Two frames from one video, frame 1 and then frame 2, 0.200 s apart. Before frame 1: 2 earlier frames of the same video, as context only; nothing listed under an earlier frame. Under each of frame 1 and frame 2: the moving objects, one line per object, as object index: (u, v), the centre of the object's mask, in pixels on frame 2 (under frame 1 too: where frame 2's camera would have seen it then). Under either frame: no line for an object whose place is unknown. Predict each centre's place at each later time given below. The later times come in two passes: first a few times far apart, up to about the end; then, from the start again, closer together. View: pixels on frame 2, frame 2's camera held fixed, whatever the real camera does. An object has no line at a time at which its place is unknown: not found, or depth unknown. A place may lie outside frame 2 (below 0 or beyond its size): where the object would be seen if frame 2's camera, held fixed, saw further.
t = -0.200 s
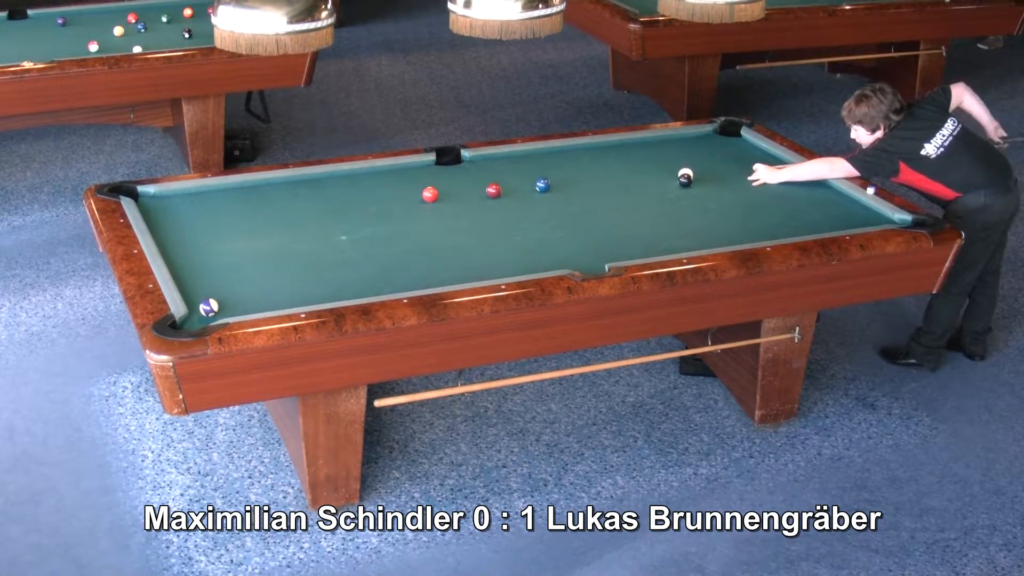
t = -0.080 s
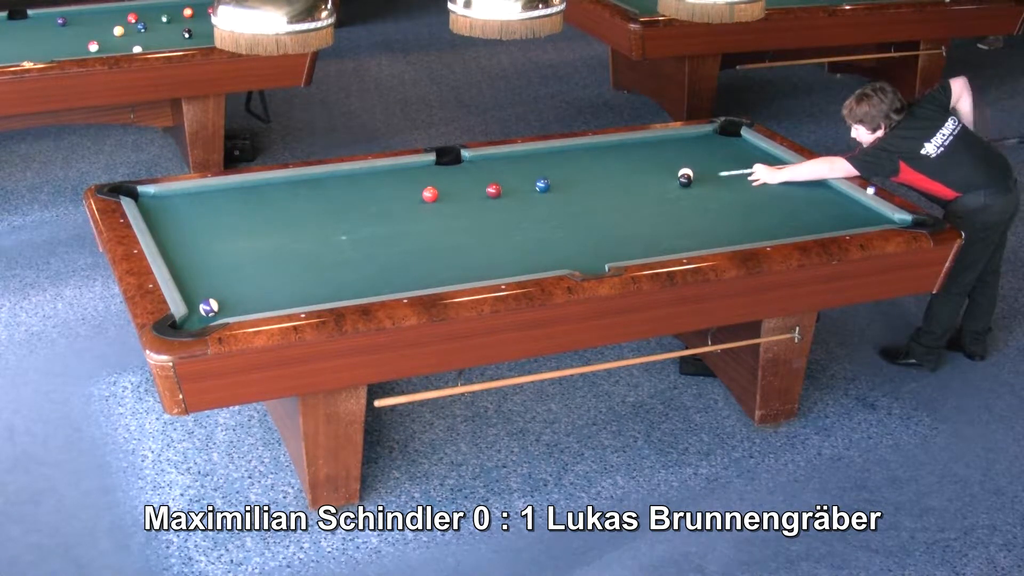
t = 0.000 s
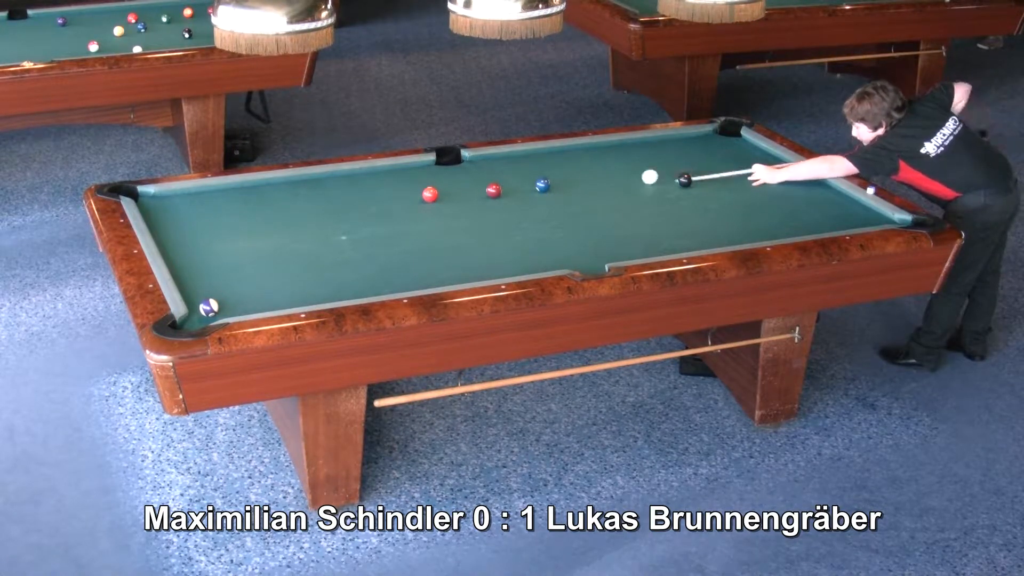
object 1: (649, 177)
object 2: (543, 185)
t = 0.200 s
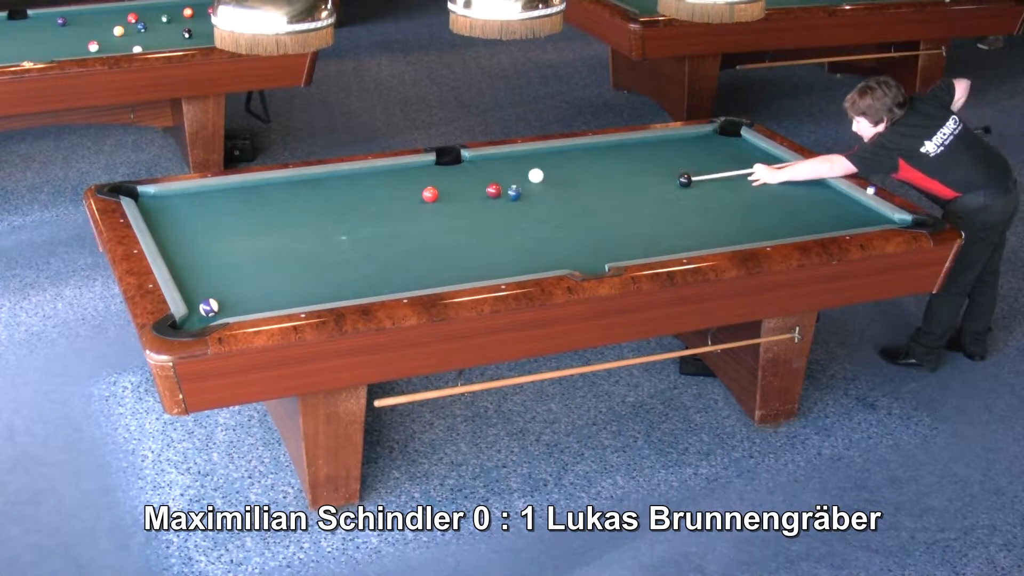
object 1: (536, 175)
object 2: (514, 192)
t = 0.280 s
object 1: (521, 169)
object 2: (482, 203)
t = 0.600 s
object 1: (509, 157)
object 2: (368, 236)
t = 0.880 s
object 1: (531, 164)
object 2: (261, 267)
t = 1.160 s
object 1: (552, 171)
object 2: (207, 289)
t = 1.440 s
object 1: (573, 178)
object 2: (272, 289)
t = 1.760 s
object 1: (595, 185)
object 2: (341, 289)
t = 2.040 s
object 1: (613, 191)
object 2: (400, 287)
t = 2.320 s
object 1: (631, 197)
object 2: (447, 281)
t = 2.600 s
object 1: (647, 202)
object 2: (481, 275)
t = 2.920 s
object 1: (664, 208)
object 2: (517, 267)
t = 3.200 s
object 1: (678, 213)
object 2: (545, 261)
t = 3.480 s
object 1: (690, 217)
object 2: (569, 254)
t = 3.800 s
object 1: (702, 222)
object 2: (595, 248)
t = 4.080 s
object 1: (711, 226)
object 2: (615, 242)
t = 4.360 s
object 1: (719, 229)
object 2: (633, 238)
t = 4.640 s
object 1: (725, 231)
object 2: (650, 233)
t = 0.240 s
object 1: (528, 172)
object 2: (498, 198)
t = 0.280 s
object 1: (521, 169)
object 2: (482, 203)
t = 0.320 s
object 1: (515, 167)
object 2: (467, 207)
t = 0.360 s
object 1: (511, 164)
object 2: (453, 211)
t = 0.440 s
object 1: (506, 159)
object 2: (424, 220)
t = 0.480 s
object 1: (504, 157)
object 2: (411, 223)
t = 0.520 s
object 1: (502, 155)
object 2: (397, 228)
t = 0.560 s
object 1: (505, 156)
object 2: (382, 232)
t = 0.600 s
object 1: (509, 157)
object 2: (368, 236)
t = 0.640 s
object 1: (512, 158)
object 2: (354, 239)
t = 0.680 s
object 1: (515, 159)
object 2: (339, 244)
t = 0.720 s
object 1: (518, 160)
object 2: (323, 249)
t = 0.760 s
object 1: (522, 161)
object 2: (308, 253)
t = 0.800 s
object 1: (525, 162)
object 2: (293, 257)
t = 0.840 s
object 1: (528, 163)
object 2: (277, 263)
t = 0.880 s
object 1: (531, 164)
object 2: (261, 267)
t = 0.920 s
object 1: (534, 165)
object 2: (246, 272)
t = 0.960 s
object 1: (537, 166)
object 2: (229, 277)
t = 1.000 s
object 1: (540, 167)
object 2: (211, 281)
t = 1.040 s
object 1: (543, 168)
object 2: (195, 286)
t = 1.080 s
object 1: (546, 169)
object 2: (186, 289)
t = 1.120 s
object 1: (549, 170)
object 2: (196, 289)
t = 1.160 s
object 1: (552, 171)
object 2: (207, 289)
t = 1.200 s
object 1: (555, 172)
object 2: (216, 289)
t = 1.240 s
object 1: (558, 173)
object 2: (225, 289)
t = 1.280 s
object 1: (561, 174)
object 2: (235, 289)
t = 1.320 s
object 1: (564, 175)
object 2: (245, 289)
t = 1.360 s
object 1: (567, 176)
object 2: (254, 289)
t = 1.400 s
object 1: (570, 177)
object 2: (263, 289)
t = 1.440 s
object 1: (573, 178)
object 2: (272, 289)
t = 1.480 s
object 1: (576, 178)
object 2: (281, 290)
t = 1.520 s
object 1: (579, 179)
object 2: (289, 289)
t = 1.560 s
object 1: (581, 180)
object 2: (298, 289)
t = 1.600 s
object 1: (584, 181)
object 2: (307, 289)
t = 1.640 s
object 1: (587, 182)
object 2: (316, 289)
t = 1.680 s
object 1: (590, 183)
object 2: (325, 289)
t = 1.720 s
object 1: (592, 184)
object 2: (333, 289)
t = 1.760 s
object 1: (595, 185)
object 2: (341, 289)
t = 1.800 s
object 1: (598, 186)
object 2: (350, 289)
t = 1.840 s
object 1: (600, 187)
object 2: (359, 289)
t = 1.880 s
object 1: (603, 187)
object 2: (367, 289)
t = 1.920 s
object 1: (606, 189)
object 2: (375, 288)
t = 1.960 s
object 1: (608, 189)
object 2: (383, 288)
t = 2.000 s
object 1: (611, 190)
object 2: (391, 288)
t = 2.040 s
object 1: (613, 191)
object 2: (400, 287)
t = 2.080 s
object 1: (616, 192)
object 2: (408, 286)
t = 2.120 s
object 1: (618, 193)
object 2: (416, 286)
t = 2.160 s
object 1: (621, 194)
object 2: (425, 285)
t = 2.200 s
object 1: (623, 194)
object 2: (431, 285)
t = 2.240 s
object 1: (626, 195)
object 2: (436, 284)
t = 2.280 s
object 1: (628, 196)
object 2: (442, 282)
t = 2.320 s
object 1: (631, 197)
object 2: (447, 281)
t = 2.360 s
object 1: (633, 198)
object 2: (452, 280)
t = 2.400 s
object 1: (636, 198)
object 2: (457, 278)
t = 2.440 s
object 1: (638, 199)
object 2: (462, 278)
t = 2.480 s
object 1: (640, 200)
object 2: (467, 278)
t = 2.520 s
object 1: (643, 201)
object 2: (471, 276)
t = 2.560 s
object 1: (645, 201)
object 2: (477, 276)
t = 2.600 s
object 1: (647, 202)
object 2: (481, 275)
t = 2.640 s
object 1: (649, 203)
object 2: (486, 273)
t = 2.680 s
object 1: (652, 204)
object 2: (490, 272)
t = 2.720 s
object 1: (654, 204)
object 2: (495, 272)
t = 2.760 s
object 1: (656, 205)
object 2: (499, 271)
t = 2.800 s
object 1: (658, 206)
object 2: (503, 270)
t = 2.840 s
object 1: (660, 207)
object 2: (507, 270)
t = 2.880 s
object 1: (662, 207)
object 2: (513, 268)
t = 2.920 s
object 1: (664, 208)
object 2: (517, 267)
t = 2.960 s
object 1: (666, 209)
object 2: (520, 266)
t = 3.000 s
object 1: (668, 209)
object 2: (525, 265)
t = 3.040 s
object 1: (670, 210)
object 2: (529, 265)
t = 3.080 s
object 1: (672, 211)
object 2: (532, 264)
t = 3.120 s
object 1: (674, 212)
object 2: (536, 263)
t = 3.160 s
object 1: (676, 212)
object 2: (541, 262)
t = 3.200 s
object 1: (678, 213)
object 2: (545, 261)
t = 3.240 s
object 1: (680, 214)
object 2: (548, 260)
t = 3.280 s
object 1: (681, 214)
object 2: (552, 258)
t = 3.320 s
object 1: (683, 215)
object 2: (555, 257)
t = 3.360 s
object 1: (685, 216)
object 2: (559, 256)
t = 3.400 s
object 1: (687, 216)
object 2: (562, 256)
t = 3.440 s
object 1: (688, 217)
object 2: (565, 255)
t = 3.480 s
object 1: (690, 217)
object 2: (569, 254)
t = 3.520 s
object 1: (692, 218)
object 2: (573, 253)
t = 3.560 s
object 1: (693, 219)
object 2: (577, 252)
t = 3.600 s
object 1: (695, 219)
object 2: (580, 251)
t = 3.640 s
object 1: (696, 220)
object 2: (583, 251)
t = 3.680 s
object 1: (698, 220)
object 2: (586, 249)
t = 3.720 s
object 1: (699, 221)
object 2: (589, 248)
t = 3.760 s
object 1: (700, 221)
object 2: (592, 248)
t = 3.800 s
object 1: (702, 222)
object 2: (595, 248)
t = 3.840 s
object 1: (703, 223)
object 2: (598, 247)
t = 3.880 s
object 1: (705, 223)
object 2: (600, 246)
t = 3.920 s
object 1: (706, 224)
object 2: (604, 245)
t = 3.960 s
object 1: (707, 224)
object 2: (607, 245)
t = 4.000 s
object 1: (708, 225)
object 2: (610, 244)
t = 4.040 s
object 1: (710, 225)
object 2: (613, 243)
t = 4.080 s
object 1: (711, 226)
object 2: (615, 242)
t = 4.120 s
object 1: (712, 226)
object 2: (618, 241)
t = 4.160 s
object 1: (713, 227)
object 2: (620, 241)
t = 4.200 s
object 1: (714, 227)
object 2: (623, 240)
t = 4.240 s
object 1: (715, 227)
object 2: (625, 239)
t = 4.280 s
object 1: (716, 228)
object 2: (628, 239)
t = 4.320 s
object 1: (718, 228)
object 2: (631, 238)
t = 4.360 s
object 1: (719, 229)
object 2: (633, 238)
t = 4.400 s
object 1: (720, 229)
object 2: (635, 237)
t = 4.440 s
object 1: (721, 229)
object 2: (637, 237)
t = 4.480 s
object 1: (722, 230)
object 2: (640, 236)
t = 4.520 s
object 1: (722, 230)
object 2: (642, 235)
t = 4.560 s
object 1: (723, 230)
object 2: (645, 235)
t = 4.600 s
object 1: (724, 231)
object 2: (648, 234)
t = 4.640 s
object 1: (725, 231)
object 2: (650, 233)
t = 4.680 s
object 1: (726, 232)
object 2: (652, 233)
